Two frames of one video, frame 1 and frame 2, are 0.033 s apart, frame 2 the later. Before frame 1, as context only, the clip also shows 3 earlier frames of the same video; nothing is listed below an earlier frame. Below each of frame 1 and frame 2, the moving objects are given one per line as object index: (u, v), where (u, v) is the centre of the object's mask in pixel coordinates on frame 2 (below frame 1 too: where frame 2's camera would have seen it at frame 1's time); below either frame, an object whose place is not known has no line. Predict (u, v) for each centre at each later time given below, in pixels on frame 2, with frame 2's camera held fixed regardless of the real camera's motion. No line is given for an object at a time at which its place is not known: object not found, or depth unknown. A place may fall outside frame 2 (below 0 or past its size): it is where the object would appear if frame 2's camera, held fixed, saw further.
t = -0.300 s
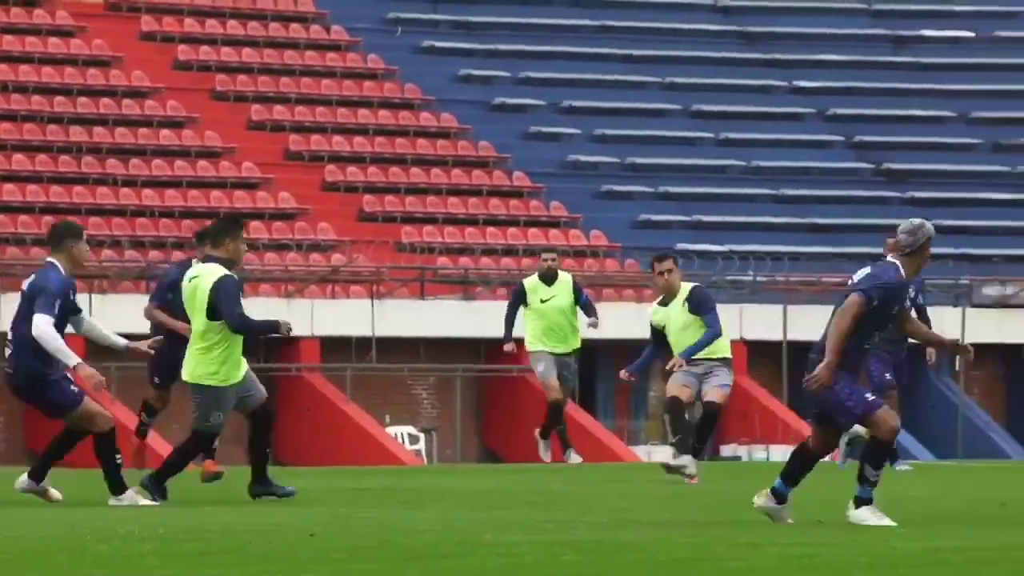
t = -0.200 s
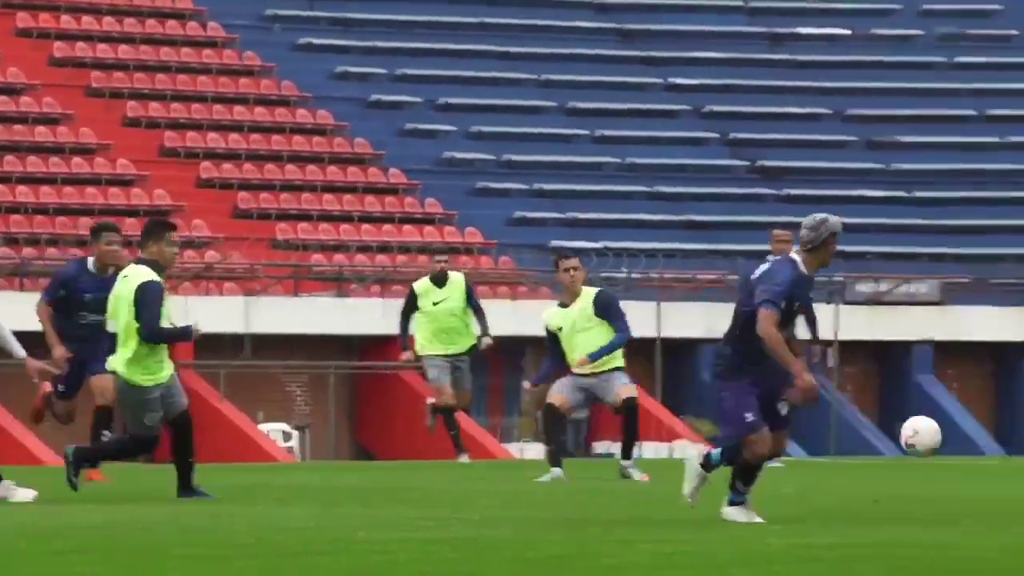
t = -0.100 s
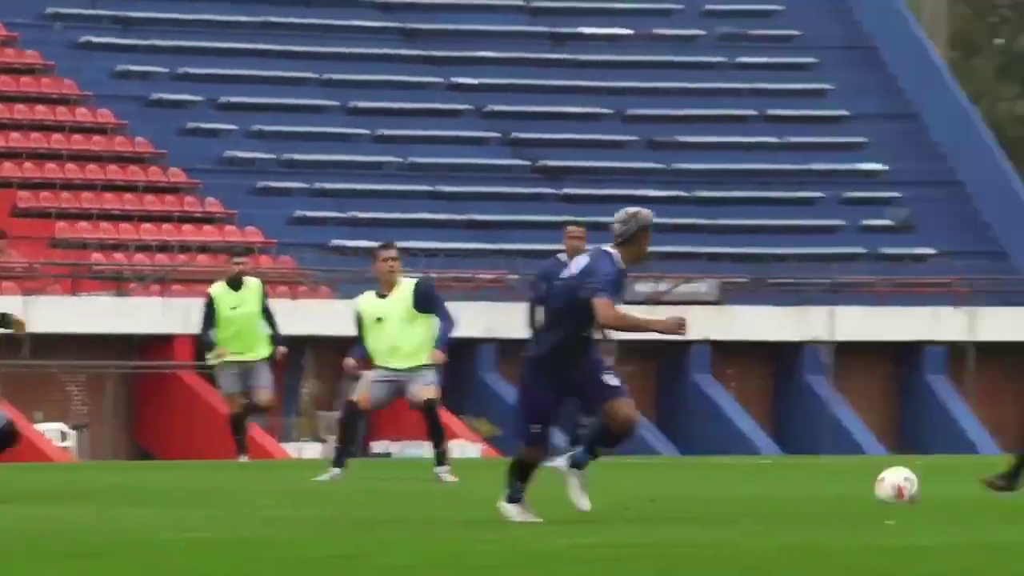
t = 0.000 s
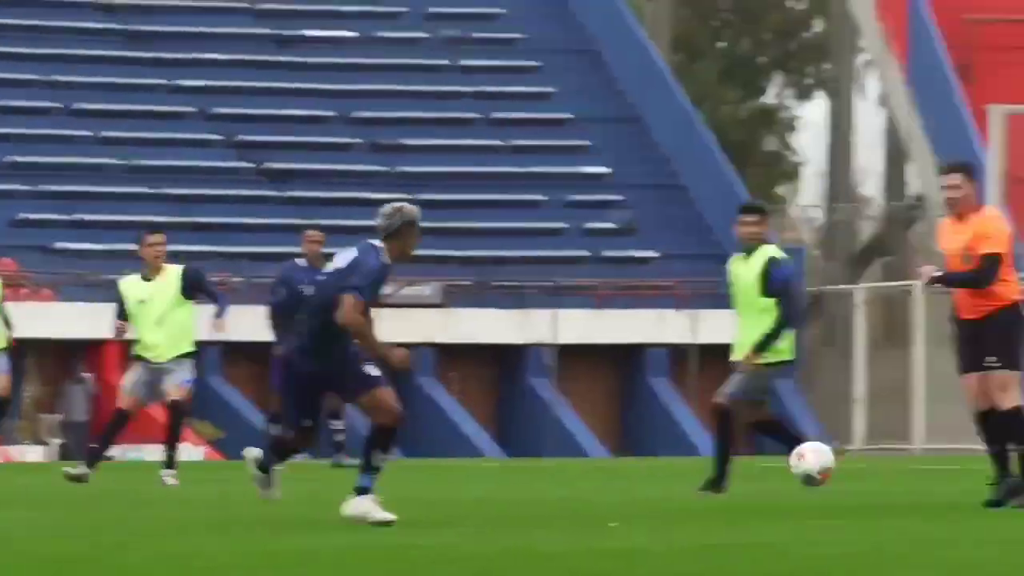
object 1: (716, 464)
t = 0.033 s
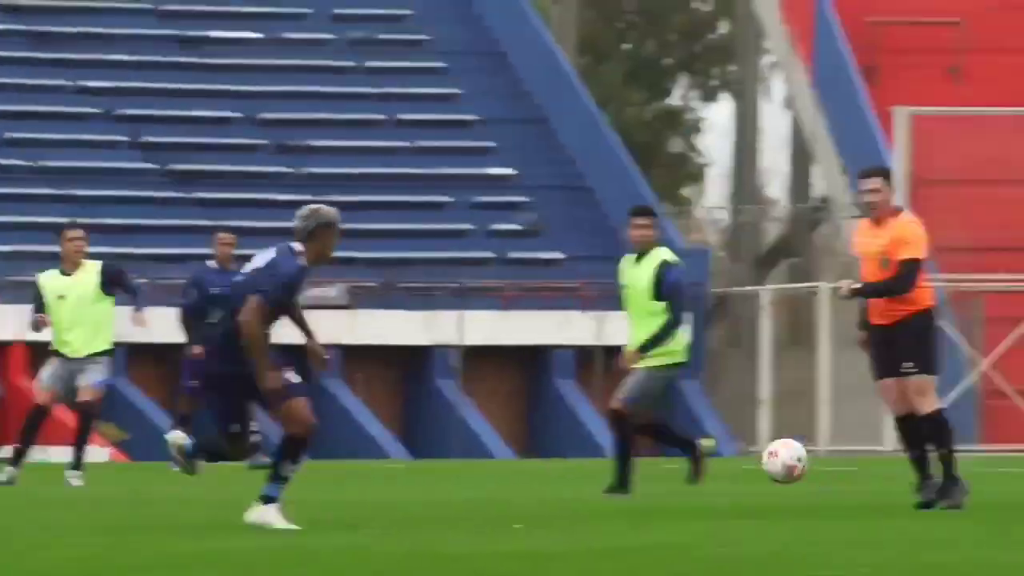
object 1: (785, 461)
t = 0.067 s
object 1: (853, 461)
